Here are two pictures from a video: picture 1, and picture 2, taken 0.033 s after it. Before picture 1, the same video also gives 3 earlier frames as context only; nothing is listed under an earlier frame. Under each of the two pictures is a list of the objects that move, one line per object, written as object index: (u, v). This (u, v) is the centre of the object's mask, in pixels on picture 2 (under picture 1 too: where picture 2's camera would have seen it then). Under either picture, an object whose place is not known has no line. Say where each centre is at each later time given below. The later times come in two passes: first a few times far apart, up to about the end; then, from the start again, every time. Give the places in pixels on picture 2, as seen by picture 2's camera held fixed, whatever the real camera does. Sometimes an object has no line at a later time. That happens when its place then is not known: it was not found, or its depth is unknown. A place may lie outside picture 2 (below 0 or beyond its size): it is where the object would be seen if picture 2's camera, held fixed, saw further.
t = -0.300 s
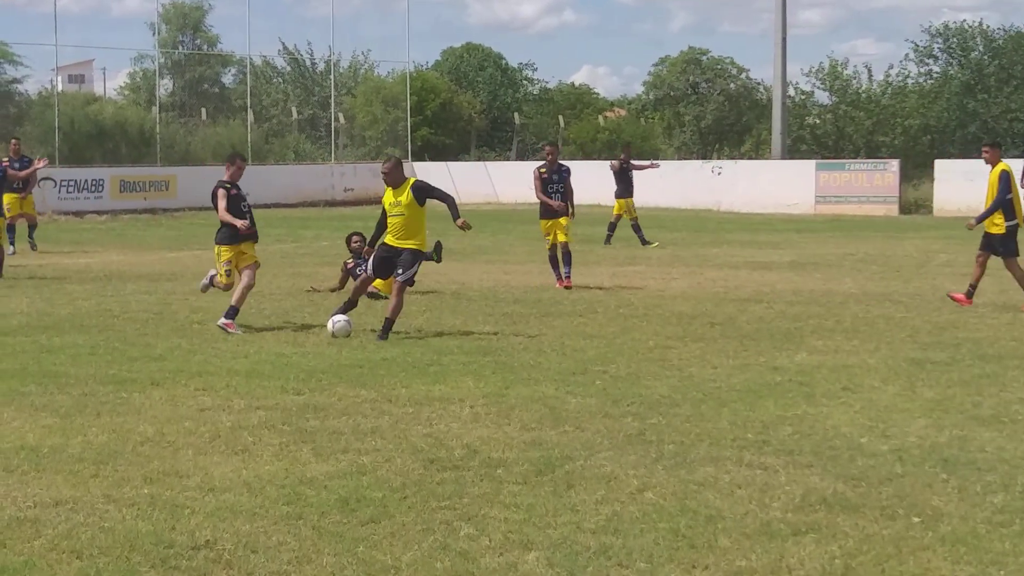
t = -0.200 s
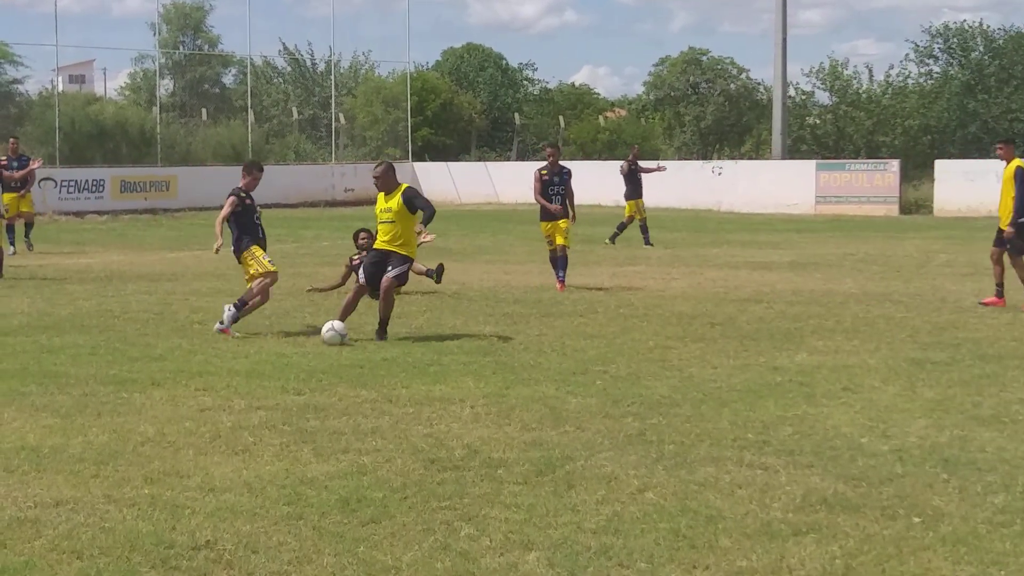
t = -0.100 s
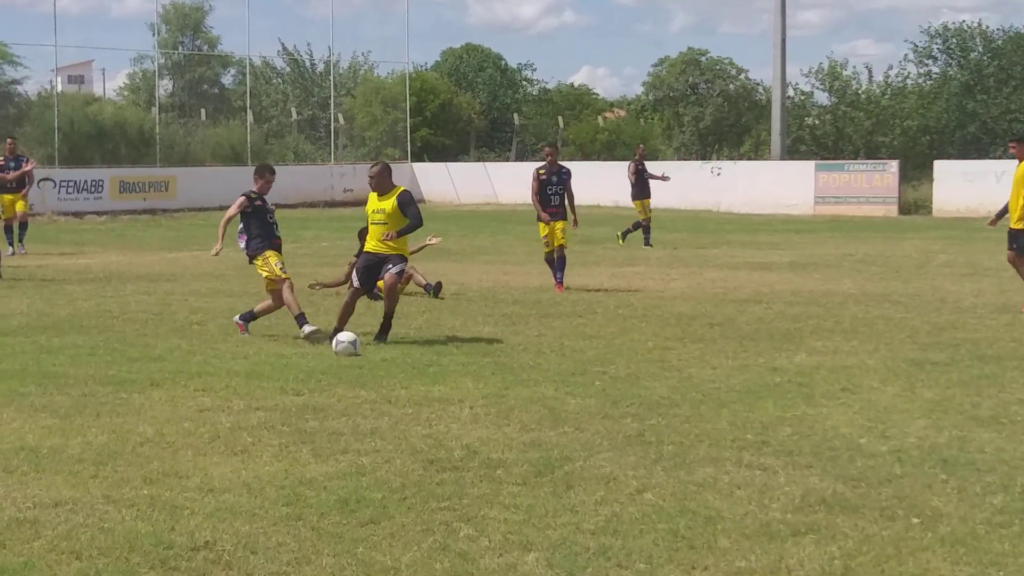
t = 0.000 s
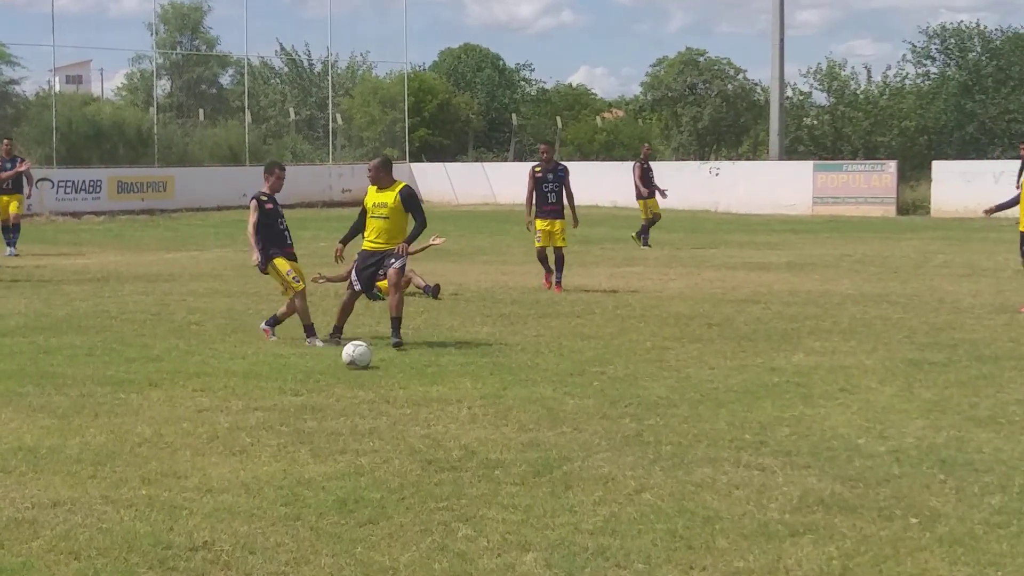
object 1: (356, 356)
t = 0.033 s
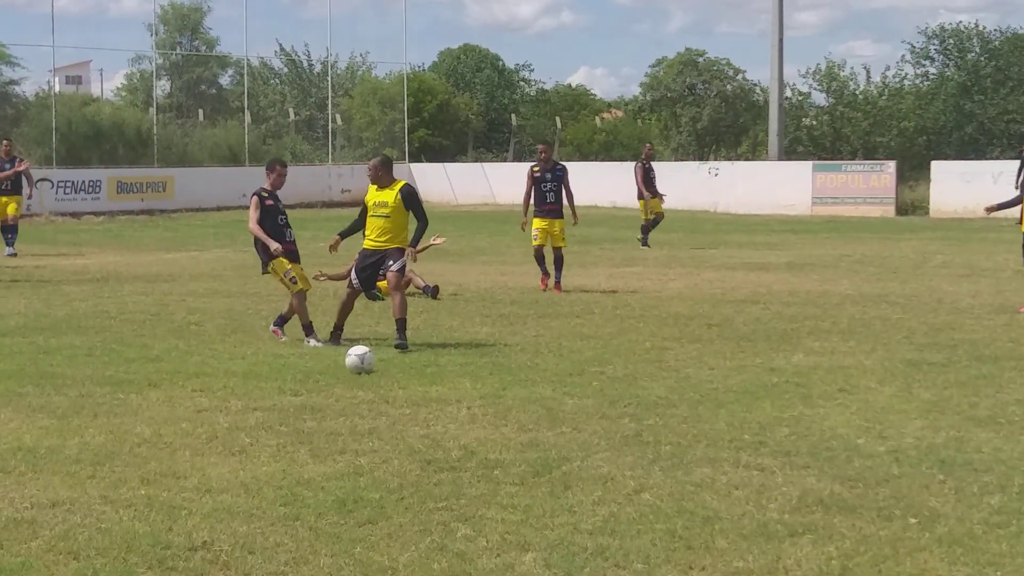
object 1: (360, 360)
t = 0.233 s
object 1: (382, 379)
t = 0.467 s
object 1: (405, 410)
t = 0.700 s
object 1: (423, 438)
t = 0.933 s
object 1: (436, 469)
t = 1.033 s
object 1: (442, 478)
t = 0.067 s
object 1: (365, 365)
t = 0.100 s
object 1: (368, 369)
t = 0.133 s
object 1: (372, 371)
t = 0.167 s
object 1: (375, 372)
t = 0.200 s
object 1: (378, 375)
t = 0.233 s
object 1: (382, 379)
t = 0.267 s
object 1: (386, 386)
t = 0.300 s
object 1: (390, 392)
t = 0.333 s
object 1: (392, 394)
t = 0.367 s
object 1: (395, 397)
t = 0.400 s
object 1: (398, 400)
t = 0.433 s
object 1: (400, 404)
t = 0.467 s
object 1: (405, 410)
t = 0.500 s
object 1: (408, 415)
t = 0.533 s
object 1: (410, 417)
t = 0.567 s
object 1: (412, 419)
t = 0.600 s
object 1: (415, 421)
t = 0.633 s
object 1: (417, 425)
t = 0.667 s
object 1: (420, 429)
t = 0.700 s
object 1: (423, 438)
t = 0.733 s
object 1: (424, 439)
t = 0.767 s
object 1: (425, 439)
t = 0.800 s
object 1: (427, 445)
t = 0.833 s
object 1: (429, 449)
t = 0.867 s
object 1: (431, 456)
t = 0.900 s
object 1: (434, 465)
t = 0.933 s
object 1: (436, 469)
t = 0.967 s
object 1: (437, 472)
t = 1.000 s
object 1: (440, 475)
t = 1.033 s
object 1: (442, 478)
